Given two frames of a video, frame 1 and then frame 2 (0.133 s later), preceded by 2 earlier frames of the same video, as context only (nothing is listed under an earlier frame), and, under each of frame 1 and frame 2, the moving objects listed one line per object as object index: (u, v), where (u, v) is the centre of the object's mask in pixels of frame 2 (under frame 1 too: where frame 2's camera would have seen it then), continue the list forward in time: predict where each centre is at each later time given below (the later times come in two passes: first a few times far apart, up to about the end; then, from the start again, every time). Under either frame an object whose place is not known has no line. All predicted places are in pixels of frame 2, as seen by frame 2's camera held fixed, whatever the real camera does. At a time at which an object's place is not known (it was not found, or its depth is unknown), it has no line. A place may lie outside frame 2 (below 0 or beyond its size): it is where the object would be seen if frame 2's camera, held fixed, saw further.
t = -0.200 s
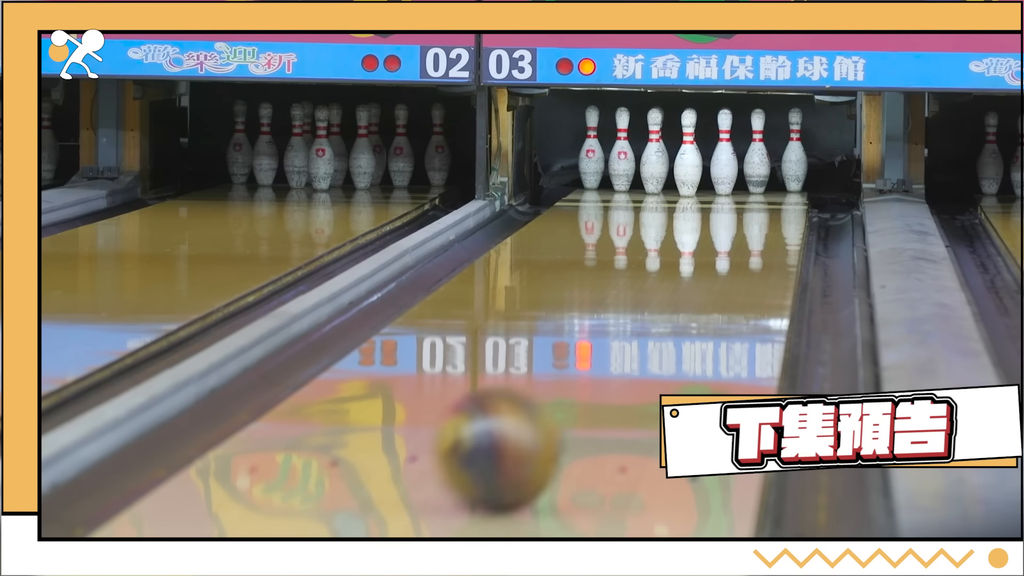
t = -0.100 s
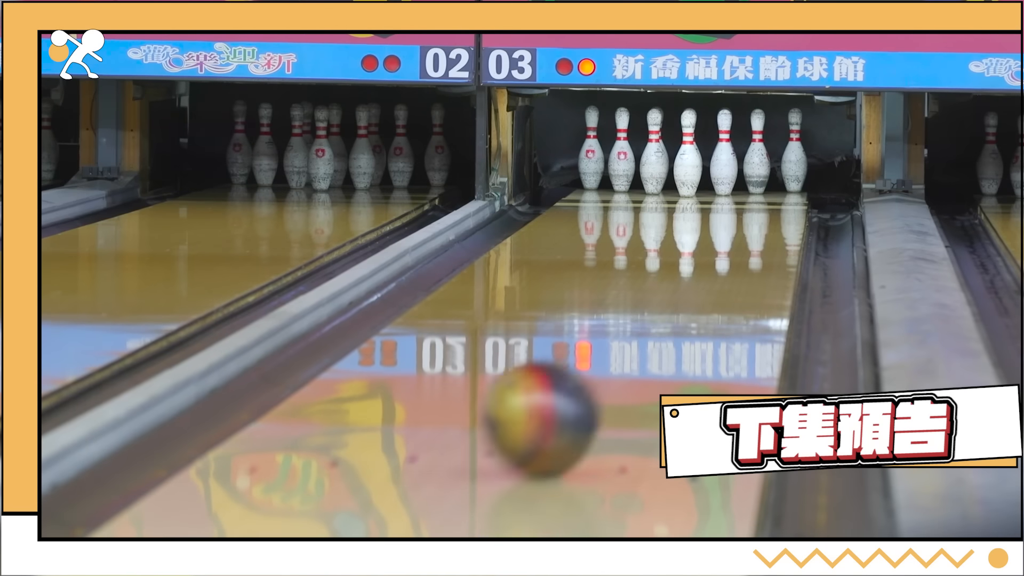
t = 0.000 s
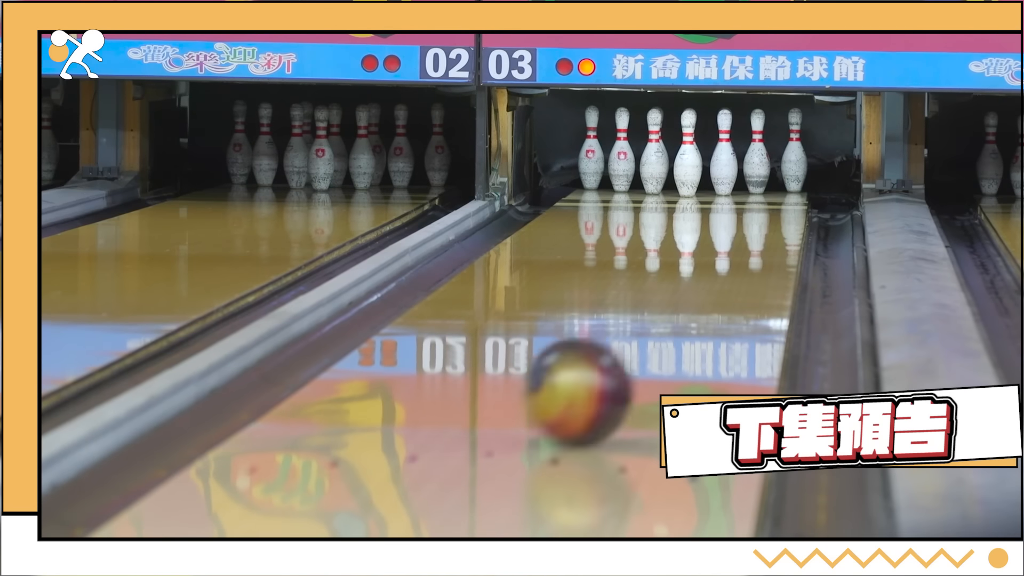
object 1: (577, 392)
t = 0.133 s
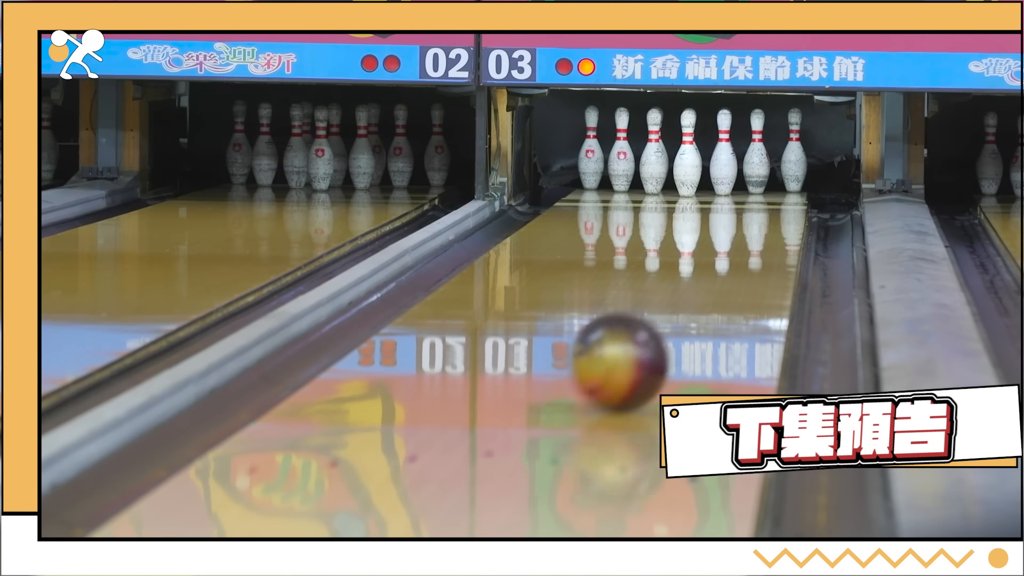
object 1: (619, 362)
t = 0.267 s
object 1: (654, 334)
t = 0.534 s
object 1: (700, 290)
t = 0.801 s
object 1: (726, 256)
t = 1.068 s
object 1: (738, 229)
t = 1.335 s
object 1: (736, 209)
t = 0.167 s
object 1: (629, 354)
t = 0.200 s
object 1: (638, 347)
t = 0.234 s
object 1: (645, 340)
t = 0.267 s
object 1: (654, 334)
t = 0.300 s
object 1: (661, 327)
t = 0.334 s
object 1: (668, 321)
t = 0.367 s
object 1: (673, 316)
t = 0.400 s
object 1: (680, 310)
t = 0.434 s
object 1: (686, 304)
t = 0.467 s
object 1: (692, 300)
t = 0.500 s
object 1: (695, 294)
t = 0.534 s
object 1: (700, 290)
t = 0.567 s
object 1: (704, 285)
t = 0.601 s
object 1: (708, 280)
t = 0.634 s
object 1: (712, 276)
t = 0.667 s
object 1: (715, 271)
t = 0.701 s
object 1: (718, 268)
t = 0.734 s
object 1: (721, 264)
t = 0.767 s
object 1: (724, 260)
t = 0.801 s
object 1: (726, 256)
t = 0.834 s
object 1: (728, 253)
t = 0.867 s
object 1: (731, 249)
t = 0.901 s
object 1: (733, 245)
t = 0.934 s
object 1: (734, 242)
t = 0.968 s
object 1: (735, 238)
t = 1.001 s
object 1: (737, 235)
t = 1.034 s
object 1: (738, 232)
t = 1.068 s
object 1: (738, 229)
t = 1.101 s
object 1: (739, 226)
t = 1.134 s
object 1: (739, 223)
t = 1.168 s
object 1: (739, 220)
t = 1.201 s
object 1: (738, 218)
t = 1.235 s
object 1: (738, 216)
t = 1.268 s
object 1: (738, 213)
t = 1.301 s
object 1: (737, 211)
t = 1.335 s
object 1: (736, 209)
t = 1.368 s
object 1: (734, 206)
